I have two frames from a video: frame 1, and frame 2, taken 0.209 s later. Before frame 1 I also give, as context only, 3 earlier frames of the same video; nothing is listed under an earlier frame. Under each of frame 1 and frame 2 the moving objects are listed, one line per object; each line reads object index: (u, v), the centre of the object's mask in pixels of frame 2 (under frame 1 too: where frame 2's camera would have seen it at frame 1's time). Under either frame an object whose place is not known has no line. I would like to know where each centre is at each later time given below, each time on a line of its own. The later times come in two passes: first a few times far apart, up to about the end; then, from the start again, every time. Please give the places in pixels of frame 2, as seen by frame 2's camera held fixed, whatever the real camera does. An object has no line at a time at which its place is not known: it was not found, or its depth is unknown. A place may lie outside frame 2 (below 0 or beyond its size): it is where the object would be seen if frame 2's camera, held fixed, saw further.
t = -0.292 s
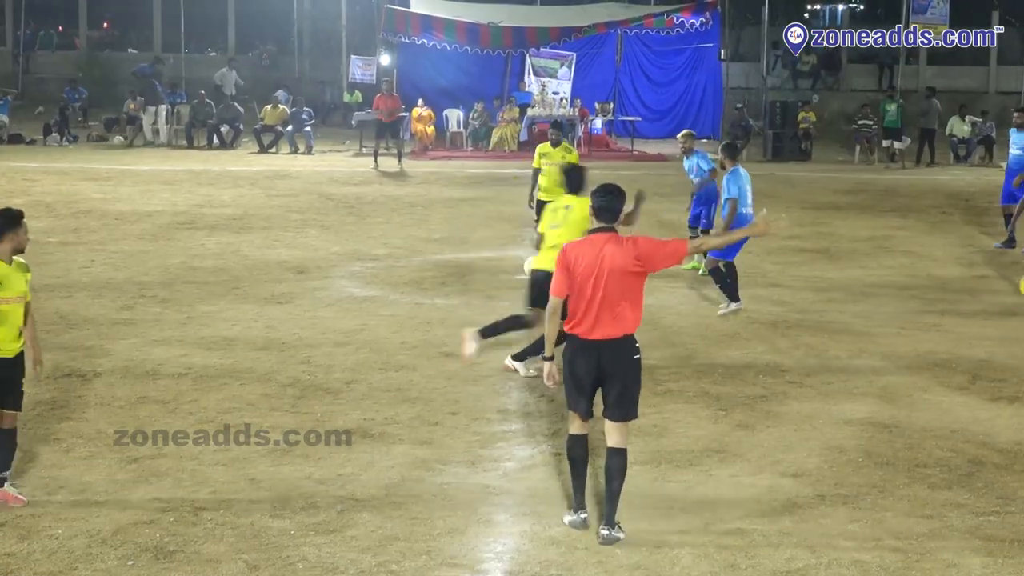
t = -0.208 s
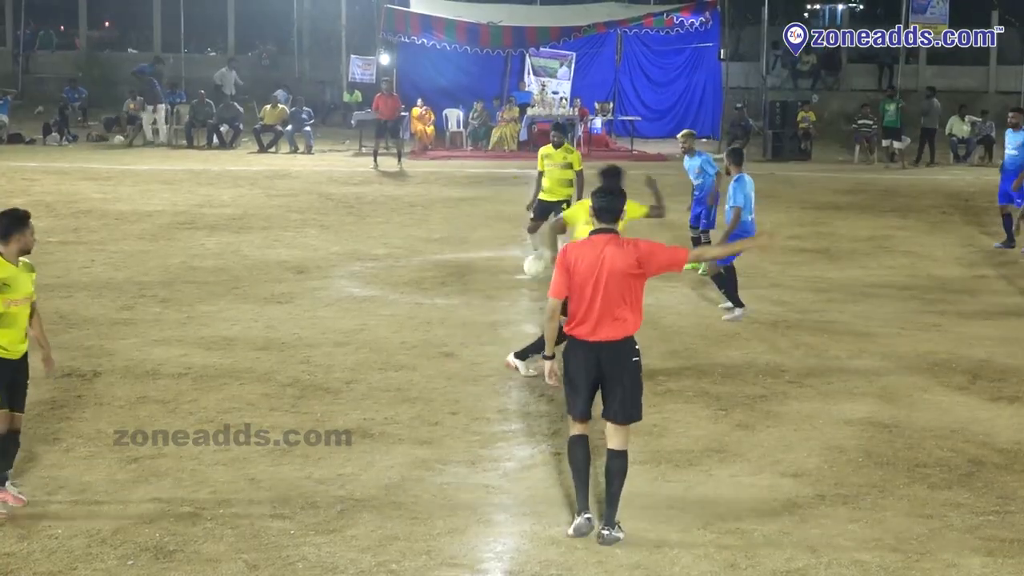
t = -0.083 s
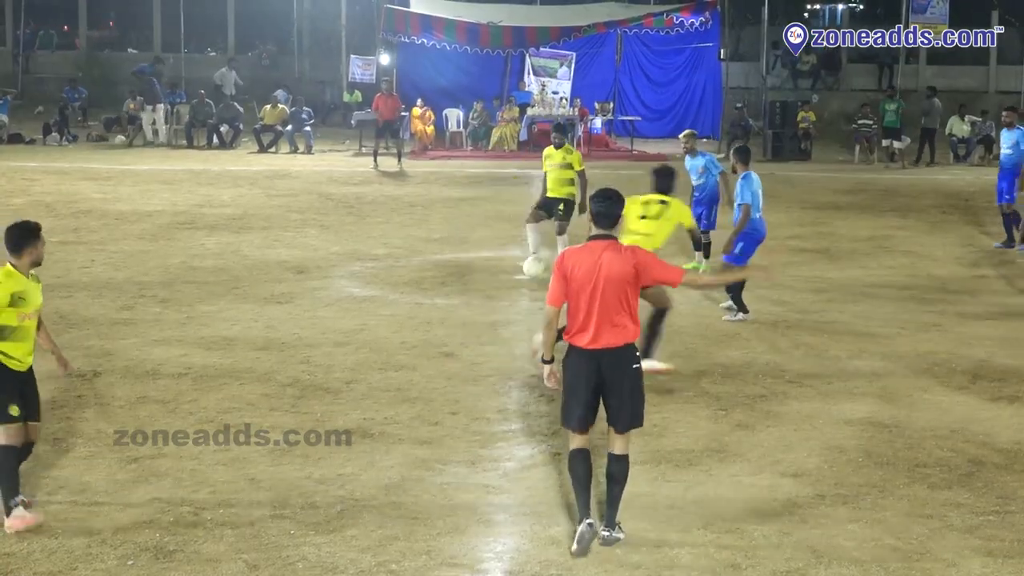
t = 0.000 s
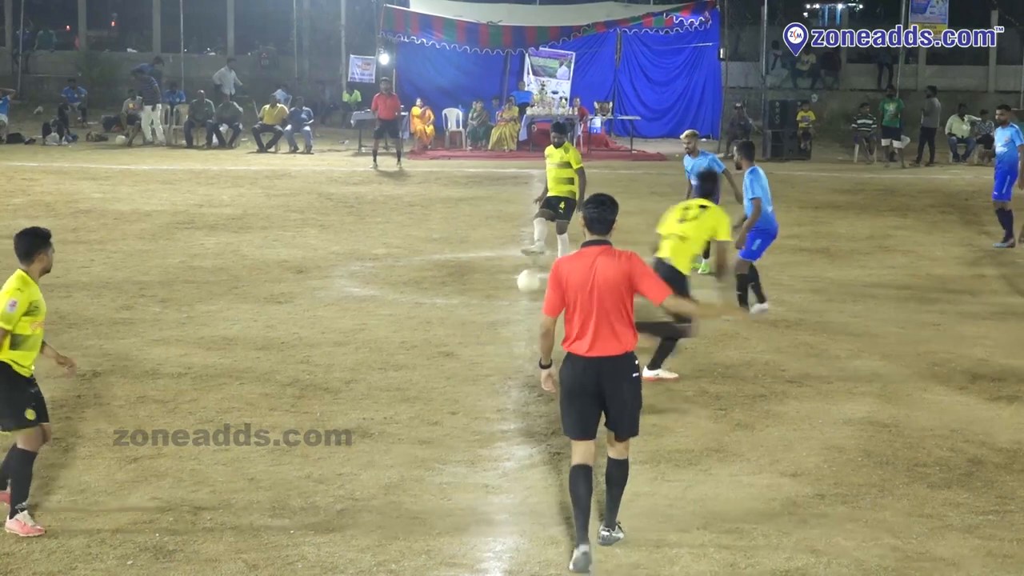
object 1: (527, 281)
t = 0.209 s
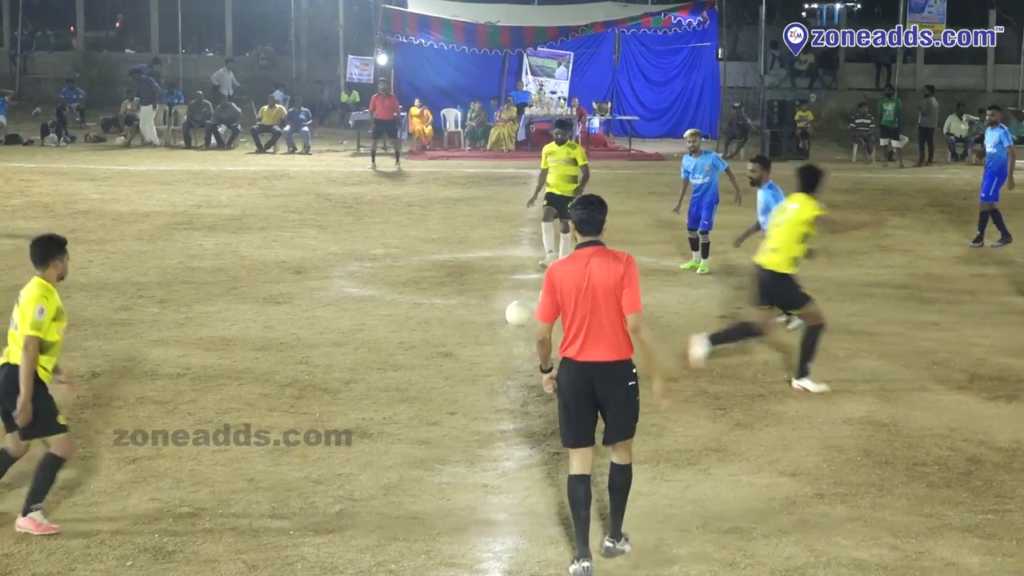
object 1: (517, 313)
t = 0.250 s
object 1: (515, 316)
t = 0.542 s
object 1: (498, 357)
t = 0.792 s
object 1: (483, 413)
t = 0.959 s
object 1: (469, 461)
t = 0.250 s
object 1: (515, 316)
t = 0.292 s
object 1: (512, 322)
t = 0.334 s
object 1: (510, 328)
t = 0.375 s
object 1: (507, 338)
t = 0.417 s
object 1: (504, 345)
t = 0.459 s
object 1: (501, 346)
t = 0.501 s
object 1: (500, 348)
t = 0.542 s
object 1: (498, 357)
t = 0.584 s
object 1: (496, 362)
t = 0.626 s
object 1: (494, 372)
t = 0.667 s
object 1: (491, 385)
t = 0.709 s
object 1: (488, 400)
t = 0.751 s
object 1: (486, 409)
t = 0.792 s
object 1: (483, 413)
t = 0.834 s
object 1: (480, 419)
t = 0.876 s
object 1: (477, 428)
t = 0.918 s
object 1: (472, 447)
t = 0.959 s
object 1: (469, 461)
